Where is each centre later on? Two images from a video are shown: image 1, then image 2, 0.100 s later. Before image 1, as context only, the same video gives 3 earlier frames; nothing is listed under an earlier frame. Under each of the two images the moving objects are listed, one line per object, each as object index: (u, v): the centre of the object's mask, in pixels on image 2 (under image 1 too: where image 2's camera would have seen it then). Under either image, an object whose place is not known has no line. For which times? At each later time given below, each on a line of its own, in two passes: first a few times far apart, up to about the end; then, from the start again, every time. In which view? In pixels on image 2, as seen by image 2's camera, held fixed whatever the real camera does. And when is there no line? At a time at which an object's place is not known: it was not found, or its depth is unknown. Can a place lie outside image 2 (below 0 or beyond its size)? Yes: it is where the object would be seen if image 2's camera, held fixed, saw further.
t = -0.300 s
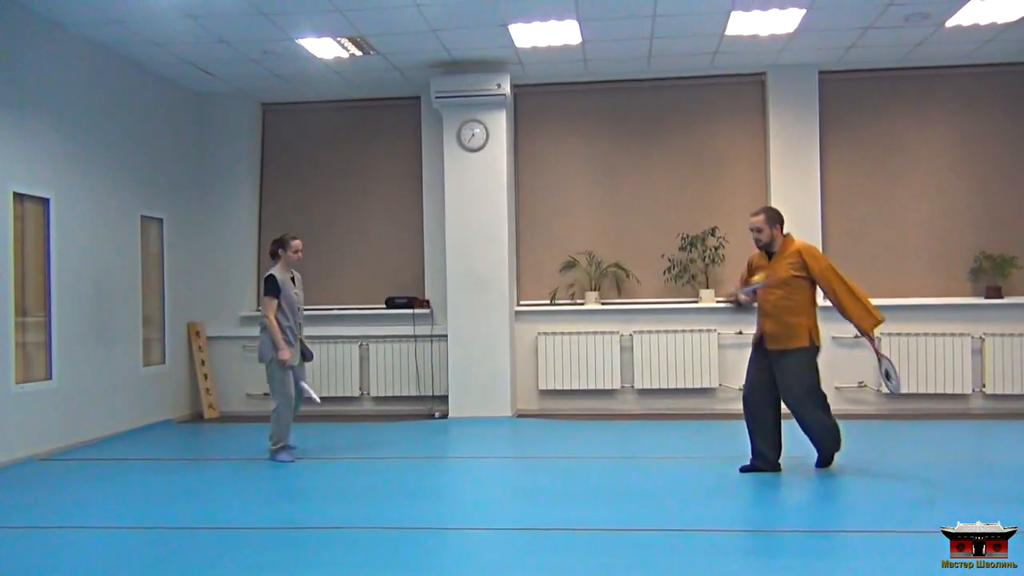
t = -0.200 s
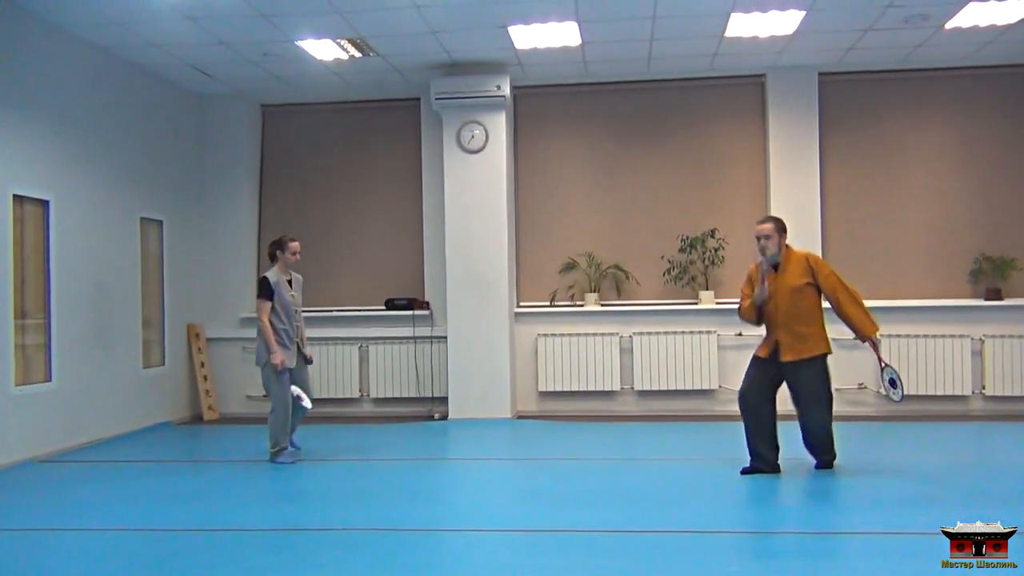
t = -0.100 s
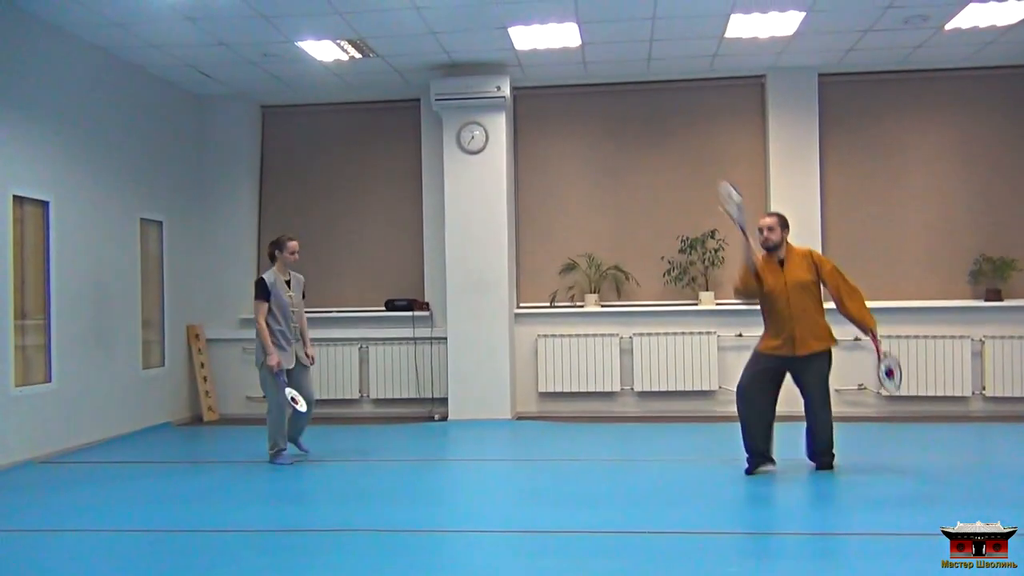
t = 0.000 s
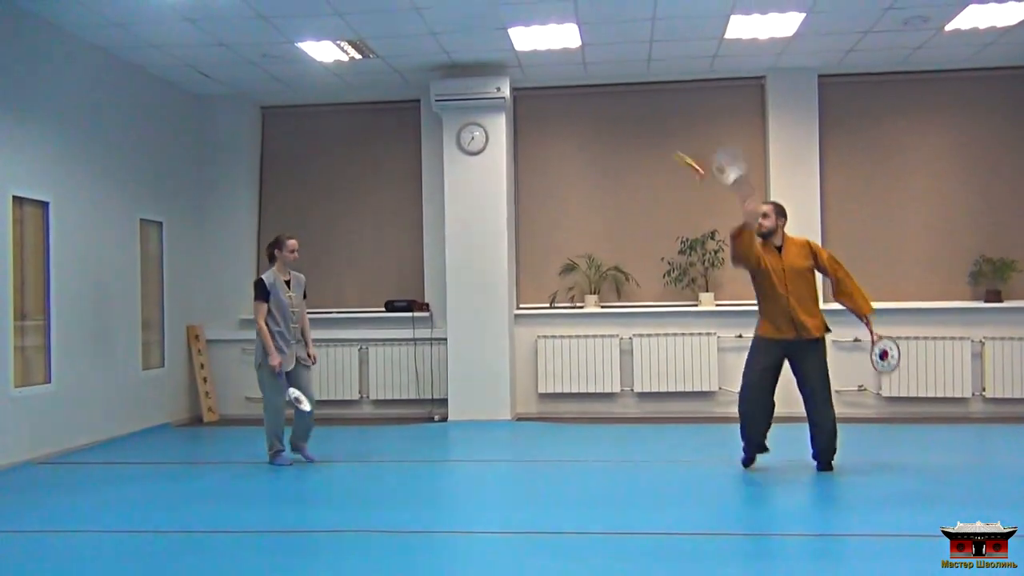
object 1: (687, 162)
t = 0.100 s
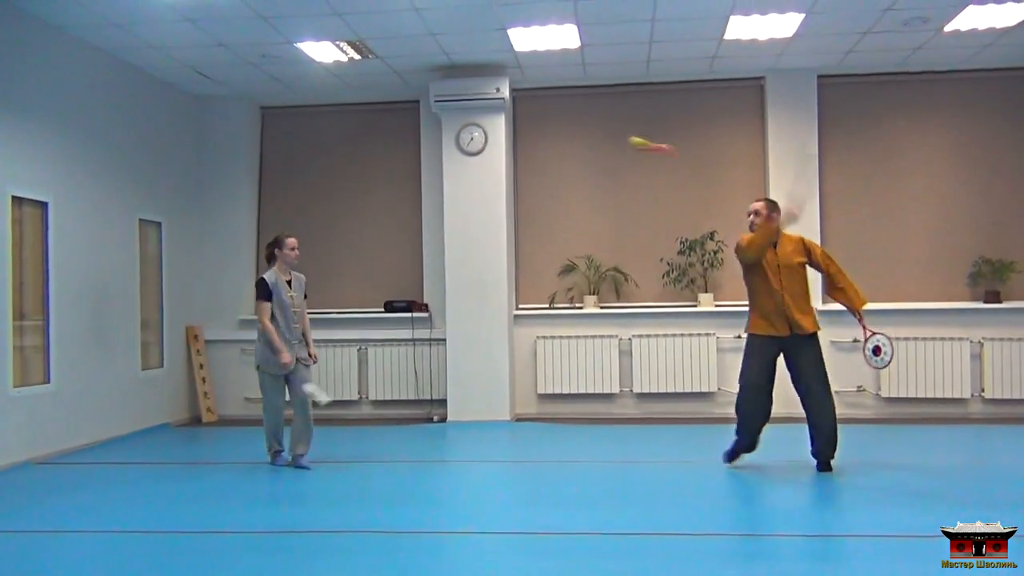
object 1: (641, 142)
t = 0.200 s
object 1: (602, 141)
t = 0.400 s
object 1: (536, 171)
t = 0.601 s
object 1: (470, 250)
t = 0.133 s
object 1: (625, 139)
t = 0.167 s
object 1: (613, 139)
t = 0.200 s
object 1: (602, 141)
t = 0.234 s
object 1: (590, 144)
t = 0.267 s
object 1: (578, 147)
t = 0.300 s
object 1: (566, 152)
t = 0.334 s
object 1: (554, 157)
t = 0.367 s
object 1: (548, 163)
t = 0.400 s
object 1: (536, 171)
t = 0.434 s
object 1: (526, 179)
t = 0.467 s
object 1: (510, 193)
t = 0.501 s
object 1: (500, 203)
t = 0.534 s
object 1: (487, 220)
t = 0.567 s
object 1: (479, 232)
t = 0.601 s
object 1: (470, 250)
